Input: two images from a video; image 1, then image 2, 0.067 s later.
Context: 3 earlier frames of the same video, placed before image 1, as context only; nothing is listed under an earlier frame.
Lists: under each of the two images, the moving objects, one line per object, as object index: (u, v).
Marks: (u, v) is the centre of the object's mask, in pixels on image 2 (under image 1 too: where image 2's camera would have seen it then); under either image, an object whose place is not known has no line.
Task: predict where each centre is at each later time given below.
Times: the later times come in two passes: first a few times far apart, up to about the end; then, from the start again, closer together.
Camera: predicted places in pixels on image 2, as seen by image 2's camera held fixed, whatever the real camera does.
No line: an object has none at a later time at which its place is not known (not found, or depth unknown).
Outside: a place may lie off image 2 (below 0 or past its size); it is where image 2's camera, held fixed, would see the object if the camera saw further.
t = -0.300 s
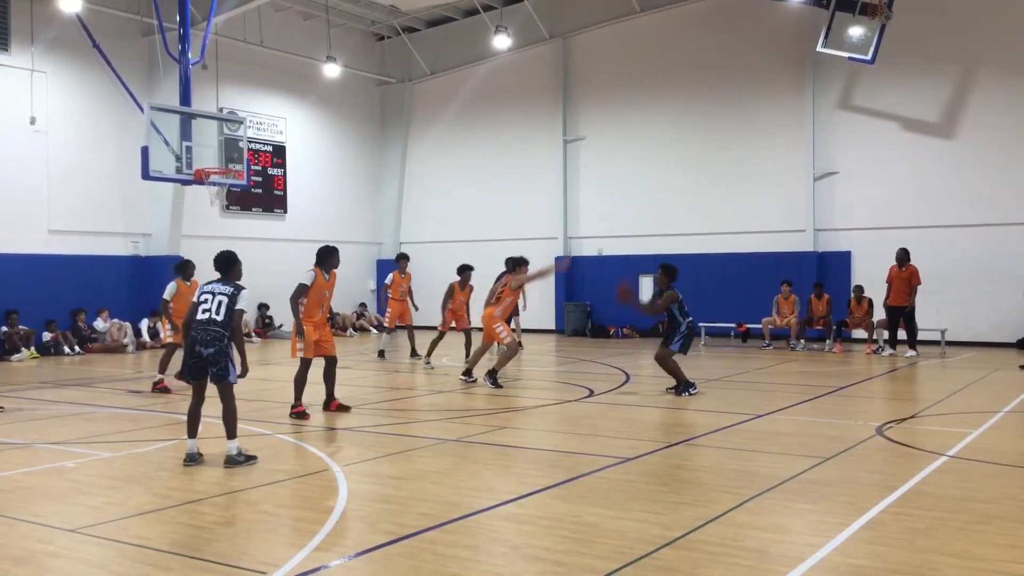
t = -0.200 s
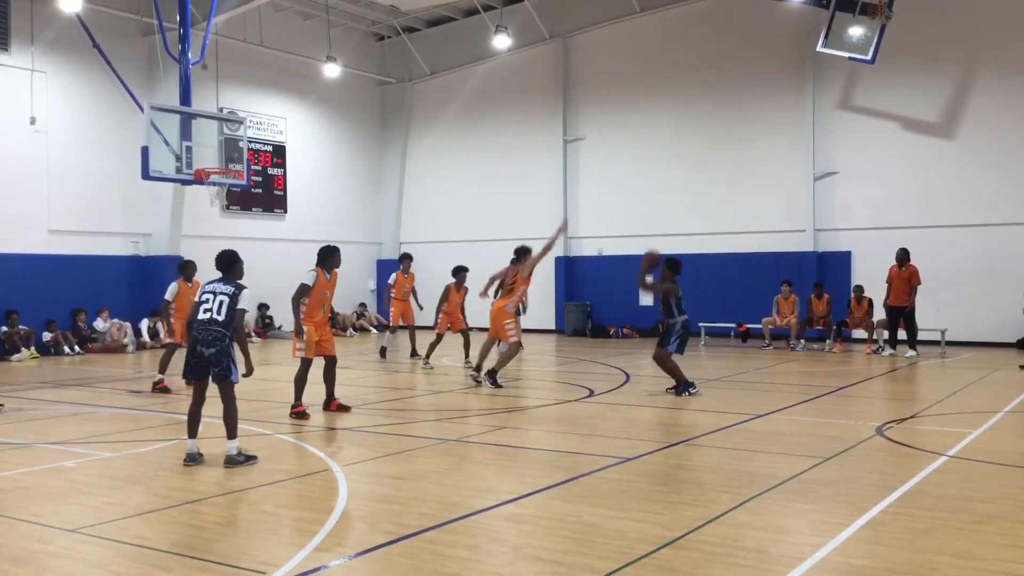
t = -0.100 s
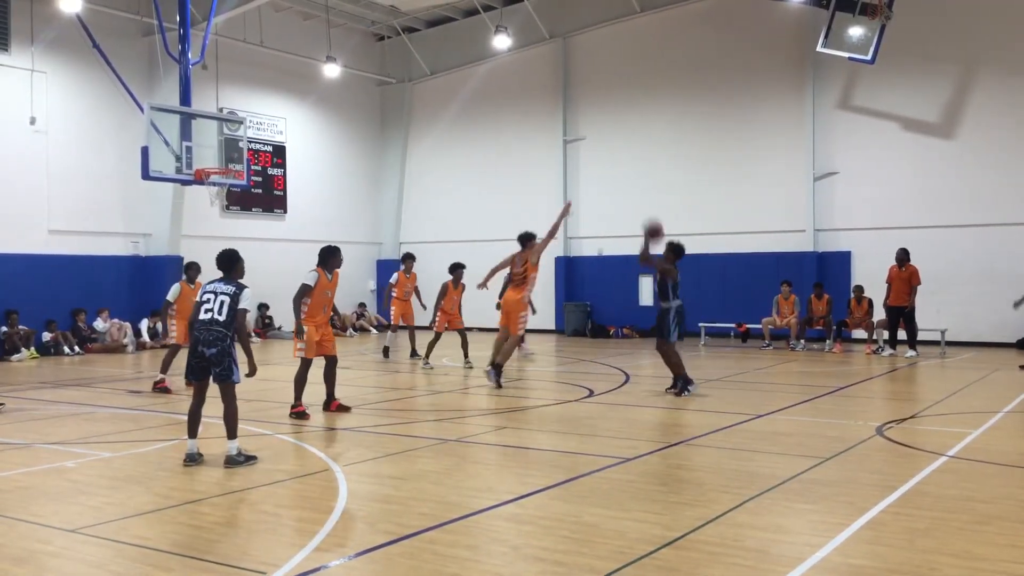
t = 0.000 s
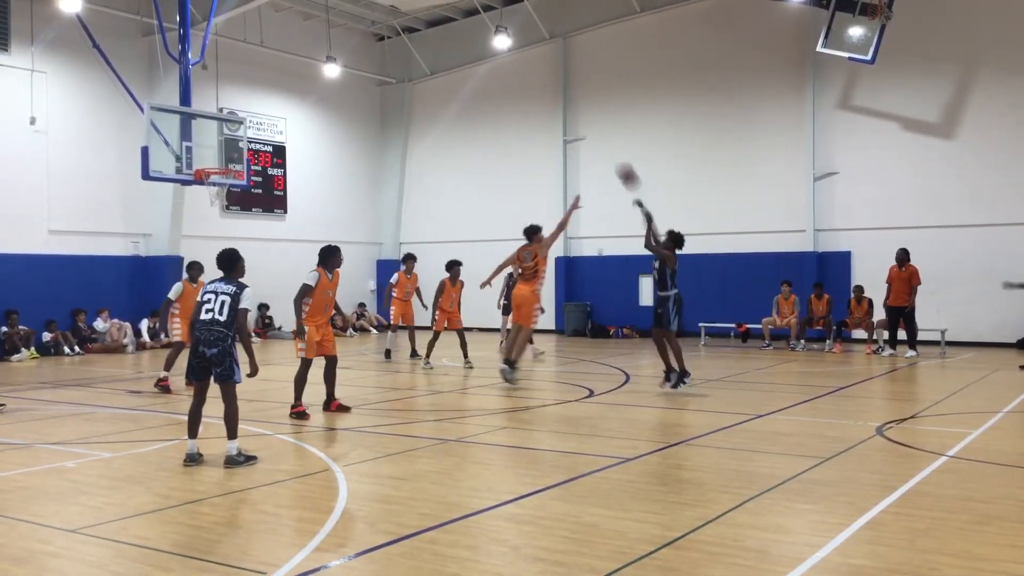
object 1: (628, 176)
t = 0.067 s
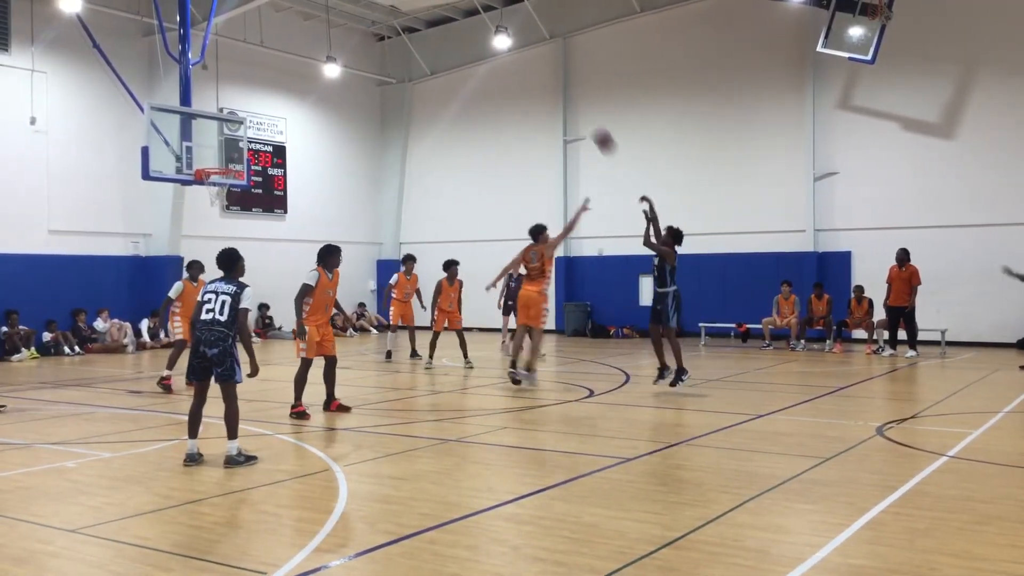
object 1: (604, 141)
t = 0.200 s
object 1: (557, 83)
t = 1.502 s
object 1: (206, 193)
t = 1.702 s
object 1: (189, 217)
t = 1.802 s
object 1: (182, 239)
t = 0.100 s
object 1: (592, 124)
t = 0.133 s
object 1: (580, 109)
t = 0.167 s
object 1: (569, 97)
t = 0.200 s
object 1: (557, 83)
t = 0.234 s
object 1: (545, 70)
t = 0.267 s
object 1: (534, 60)
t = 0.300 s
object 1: (524, 50)
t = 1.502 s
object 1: (206, 193)
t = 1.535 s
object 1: (203, 194)
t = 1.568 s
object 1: (200, 197)
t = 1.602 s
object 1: (198, 201)
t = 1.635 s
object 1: (195, 206)
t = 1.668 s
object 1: (193, 211)
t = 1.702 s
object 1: (189, 217)
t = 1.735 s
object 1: (187, 224)
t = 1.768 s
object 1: (184, 231)
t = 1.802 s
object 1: (182, 239)
